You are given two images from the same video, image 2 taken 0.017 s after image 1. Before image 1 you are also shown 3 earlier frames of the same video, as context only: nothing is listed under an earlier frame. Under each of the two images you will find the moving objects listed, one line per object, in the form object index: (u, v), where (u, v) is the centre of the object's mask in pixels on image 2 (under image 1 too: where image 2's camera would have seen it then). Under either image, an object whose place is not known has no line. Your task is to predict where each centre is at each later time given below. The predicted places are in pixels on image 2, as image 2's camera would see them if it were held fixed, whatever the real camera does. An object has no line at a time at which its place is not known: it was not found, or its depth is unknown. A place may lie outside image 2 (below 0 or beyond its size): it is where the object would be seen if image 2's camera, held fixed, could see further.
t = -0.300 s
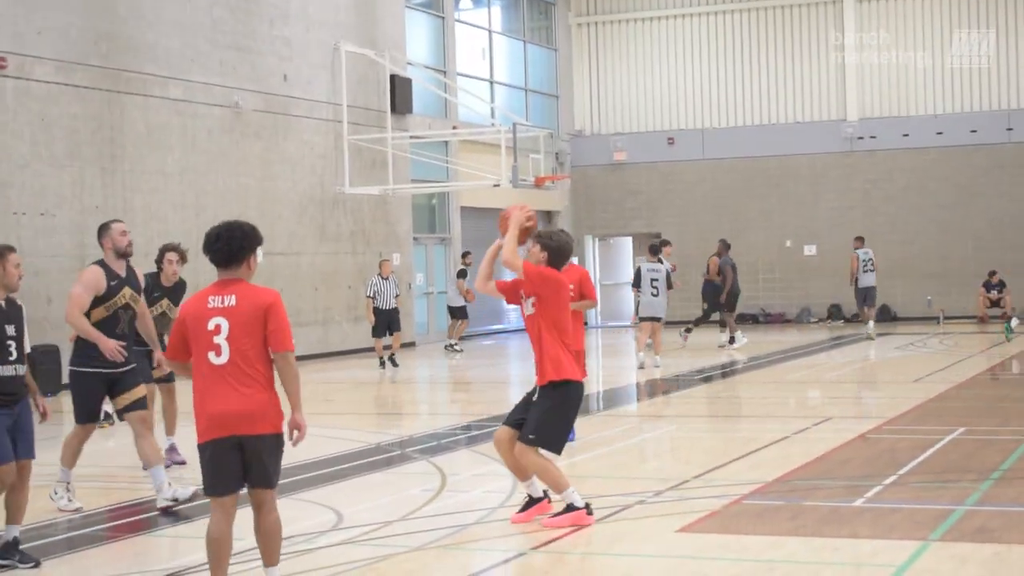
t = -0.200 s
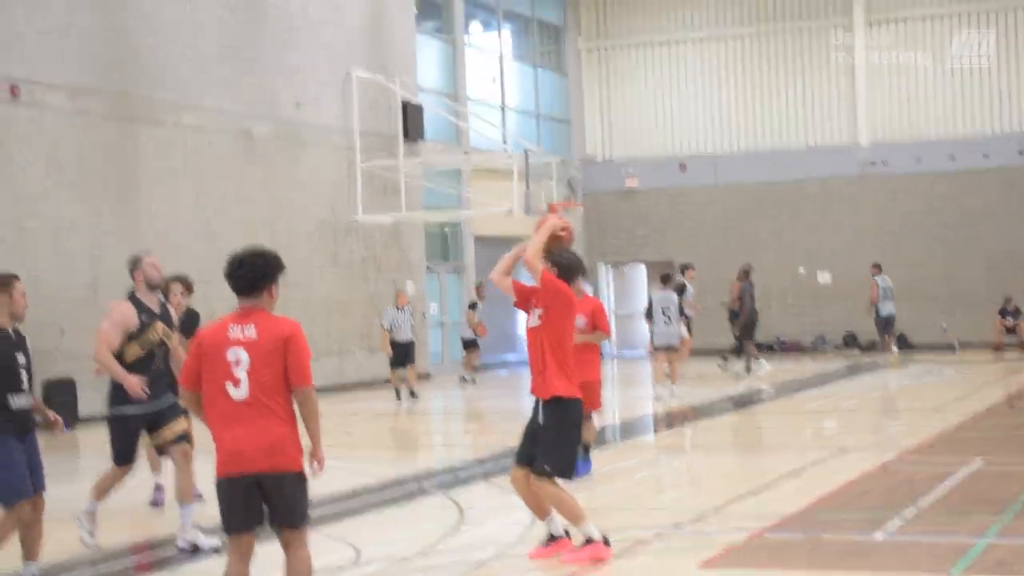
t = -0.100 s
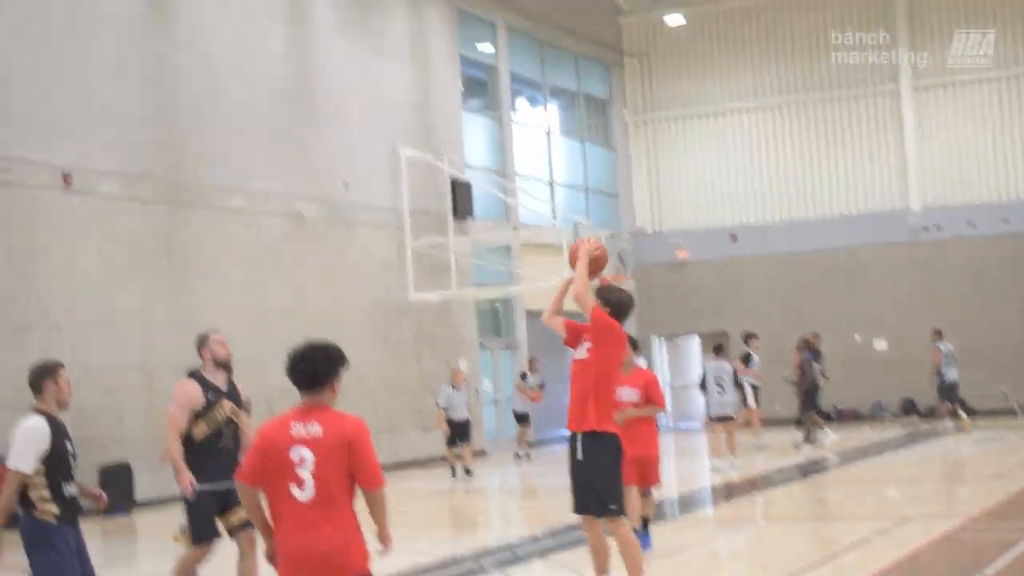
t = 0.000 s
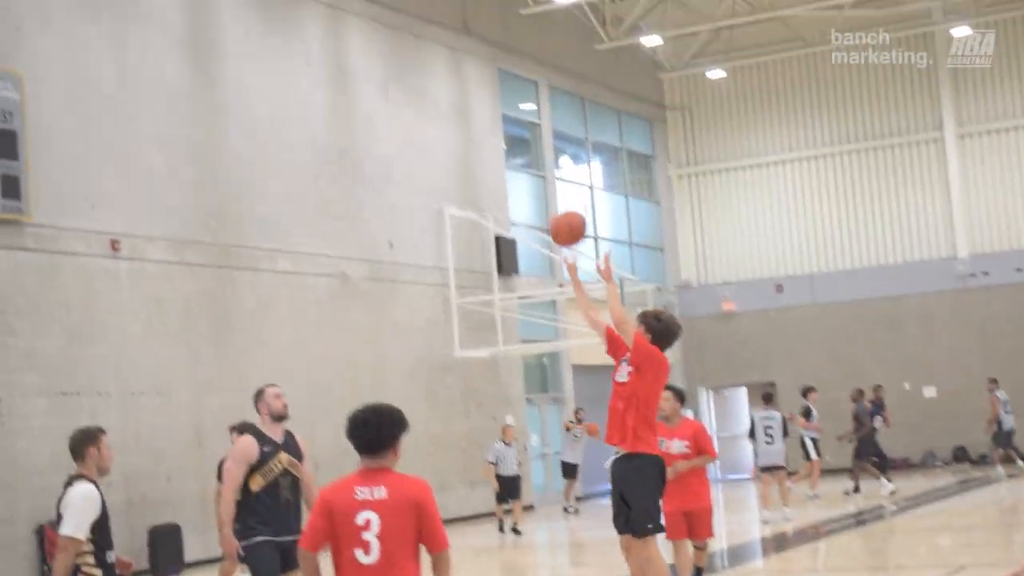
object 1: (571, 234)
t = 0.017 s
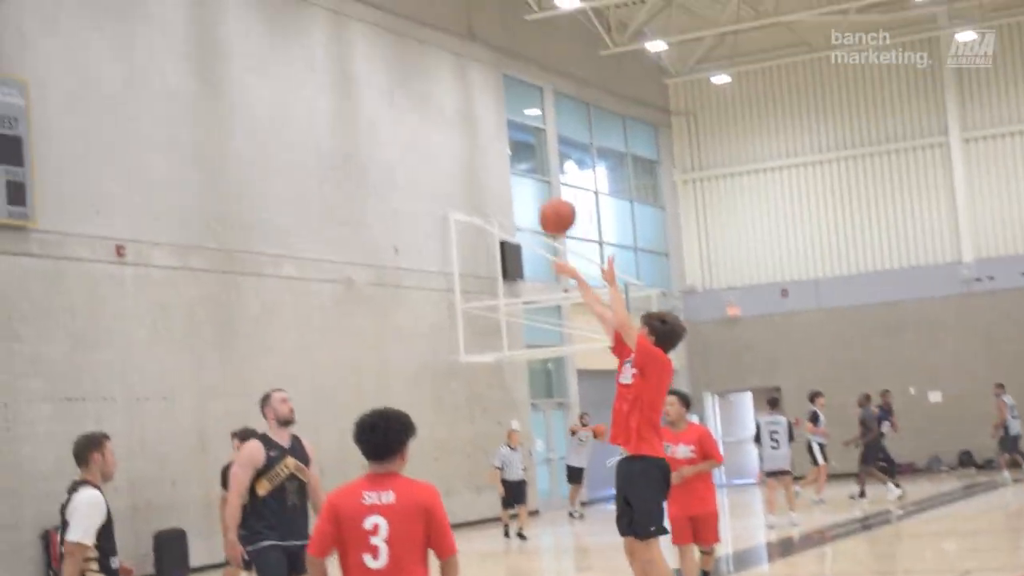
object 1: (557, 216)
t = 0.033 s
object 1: (543, 201)
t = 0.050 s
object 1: (528, 186)
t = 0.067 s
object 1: (513, 171)
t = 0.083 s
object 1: (499, 157)
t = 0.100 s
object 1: (484, 142)
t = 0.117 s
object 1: (468, 129)
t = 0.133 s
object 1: (453, 117)
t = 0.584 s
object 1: (102, -53)
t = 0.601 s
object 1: (90, -53)
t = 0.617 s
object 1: (78, -53)
